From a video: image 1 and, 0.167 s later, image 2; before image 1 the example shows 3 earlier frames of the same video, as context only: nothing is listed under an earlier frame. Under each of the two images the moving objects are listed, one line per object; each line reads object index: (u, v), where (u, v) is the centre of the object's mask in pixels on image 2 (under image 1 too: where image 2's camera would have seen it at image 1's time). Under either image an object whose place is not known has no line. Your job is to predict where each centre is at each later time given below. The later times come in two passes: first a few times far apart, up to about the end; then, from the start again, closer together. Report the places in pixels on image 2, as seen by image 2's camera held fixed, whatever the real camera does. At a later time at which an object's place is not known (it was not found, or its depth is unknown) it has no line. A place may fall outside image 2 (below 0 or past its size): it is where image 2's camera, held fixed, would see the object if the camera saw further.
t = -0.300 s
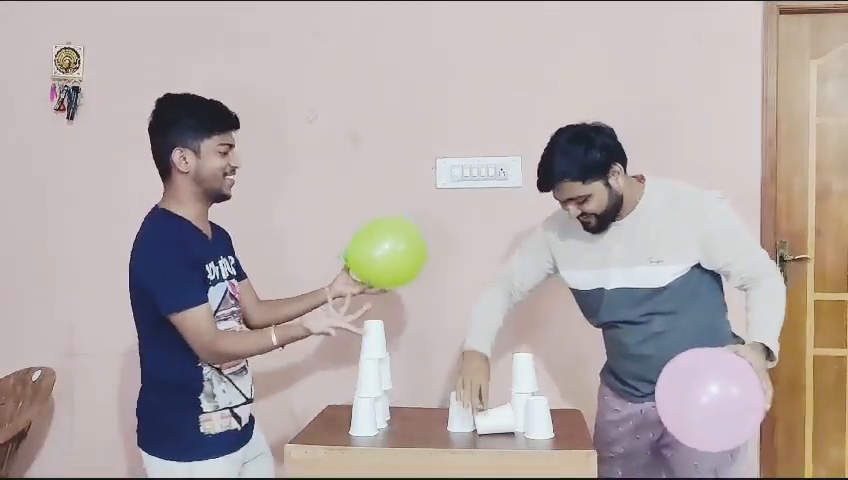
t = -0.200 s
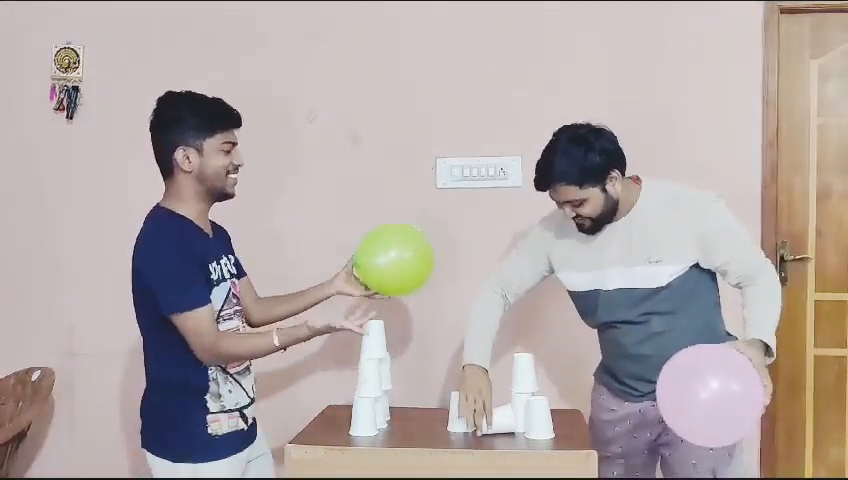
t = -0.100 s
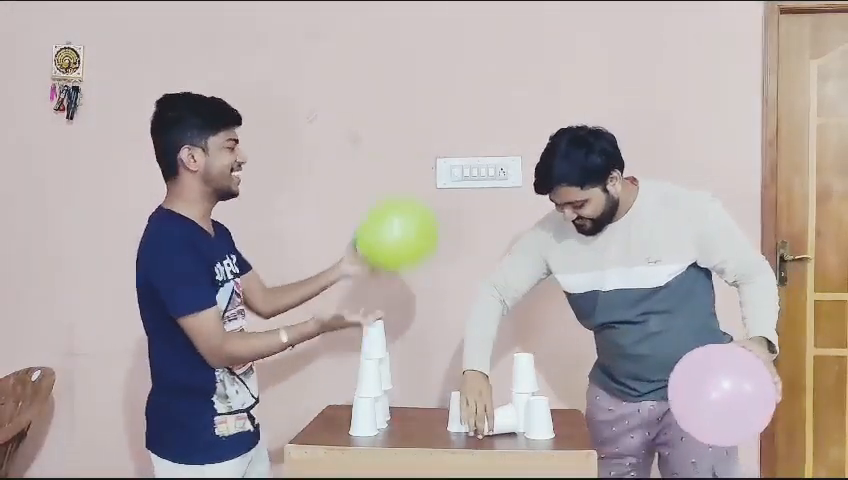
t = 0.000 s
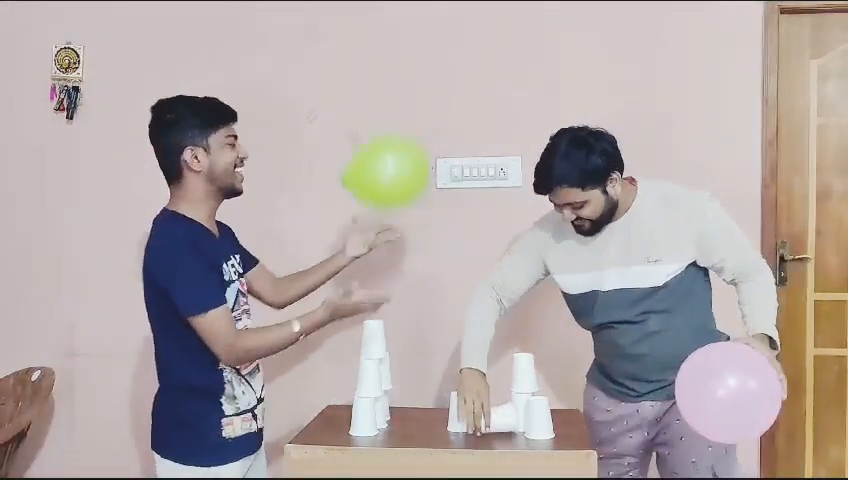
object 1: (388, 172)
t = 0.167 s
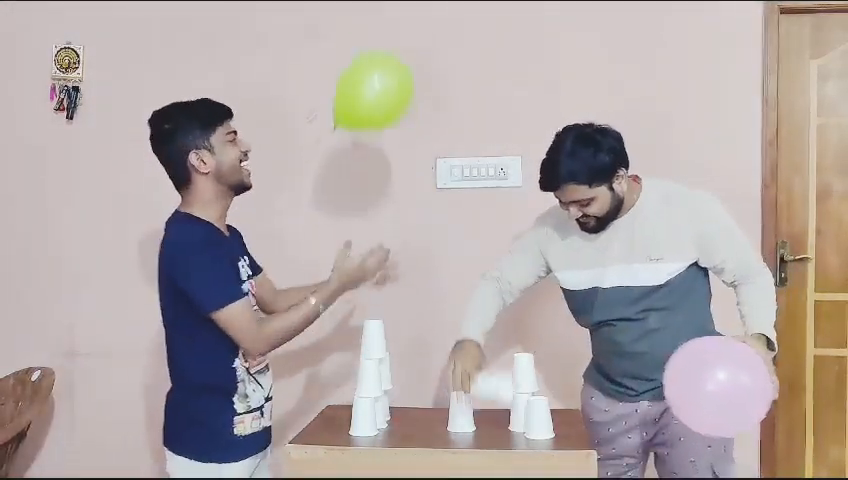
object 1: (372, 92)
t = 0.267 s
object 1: (366, 58)
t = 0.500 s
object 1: (359, 26)
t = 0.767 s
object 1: (354, 20)
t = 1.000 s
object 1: (347, 27)
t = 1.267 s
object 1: (342, 59)
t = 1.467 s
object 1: (339, 112)
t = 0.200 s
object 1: (370, 79)
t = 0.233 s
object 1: (368, 69)
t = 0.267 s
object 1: (366, 58)
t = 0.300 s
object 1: (365, 50)
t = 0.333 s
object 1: (363, 42)
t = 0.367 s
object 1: (362, 37)
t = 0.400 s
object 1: (361, 33)
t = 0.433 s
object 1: (360, 30)
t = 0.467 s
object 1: (359, 28)
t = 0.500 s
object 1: (359, 26)
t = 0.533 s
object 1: (359, 25)
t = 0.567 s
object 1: (358, 23)
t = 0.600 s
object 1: (358, 22)
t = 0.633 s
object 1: (357, 21)
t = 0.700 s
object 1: (356, 20)
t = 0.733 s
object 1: (355, 20)
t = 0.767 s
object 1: (354, 20)
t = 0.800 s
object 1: (354, 20)
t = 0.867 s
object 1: (351, 22)
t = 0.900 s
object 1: (350, 23)
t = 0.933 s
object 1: (350, 24)
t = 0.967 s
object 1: (348, 26)
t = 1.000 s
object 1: (347, 27)
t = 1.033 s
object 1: (347, 29)
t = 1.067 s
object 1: (346, 31)
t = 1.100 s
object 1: (346, 33)
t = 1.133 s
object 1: (344, 37)
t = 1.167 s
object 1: (343, 40)
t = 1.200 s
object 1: (344, 44)
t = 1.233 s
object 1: (343, 53)
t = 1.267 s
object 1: (342, 59)
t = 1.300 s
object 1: (342, 66)
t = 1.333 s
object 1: (341, 76)
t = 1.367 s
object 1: (341, 83)
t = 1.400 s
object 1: (340, 93)
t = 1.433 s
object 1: (339, 102)
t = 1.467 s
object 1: (339, 112)
